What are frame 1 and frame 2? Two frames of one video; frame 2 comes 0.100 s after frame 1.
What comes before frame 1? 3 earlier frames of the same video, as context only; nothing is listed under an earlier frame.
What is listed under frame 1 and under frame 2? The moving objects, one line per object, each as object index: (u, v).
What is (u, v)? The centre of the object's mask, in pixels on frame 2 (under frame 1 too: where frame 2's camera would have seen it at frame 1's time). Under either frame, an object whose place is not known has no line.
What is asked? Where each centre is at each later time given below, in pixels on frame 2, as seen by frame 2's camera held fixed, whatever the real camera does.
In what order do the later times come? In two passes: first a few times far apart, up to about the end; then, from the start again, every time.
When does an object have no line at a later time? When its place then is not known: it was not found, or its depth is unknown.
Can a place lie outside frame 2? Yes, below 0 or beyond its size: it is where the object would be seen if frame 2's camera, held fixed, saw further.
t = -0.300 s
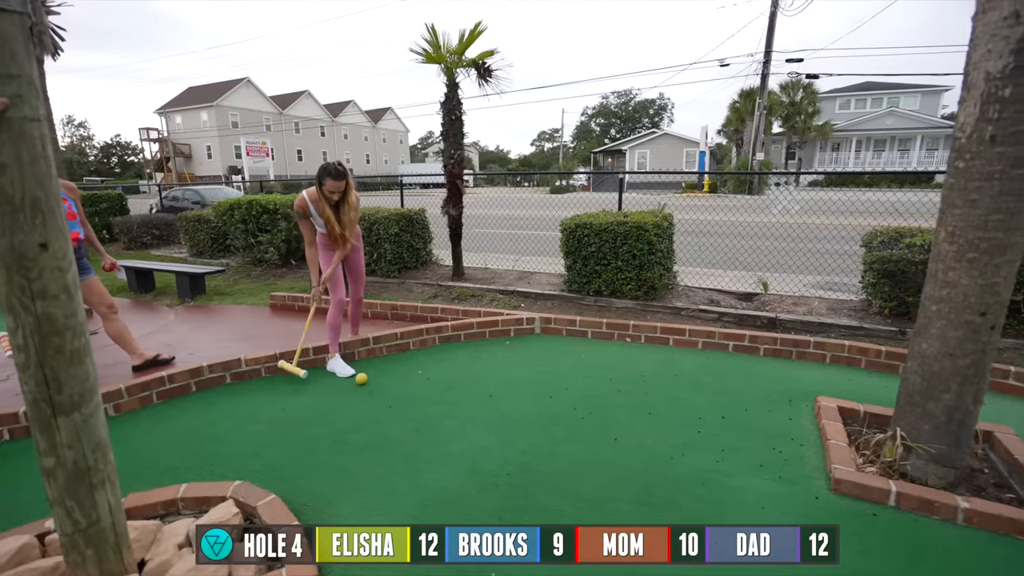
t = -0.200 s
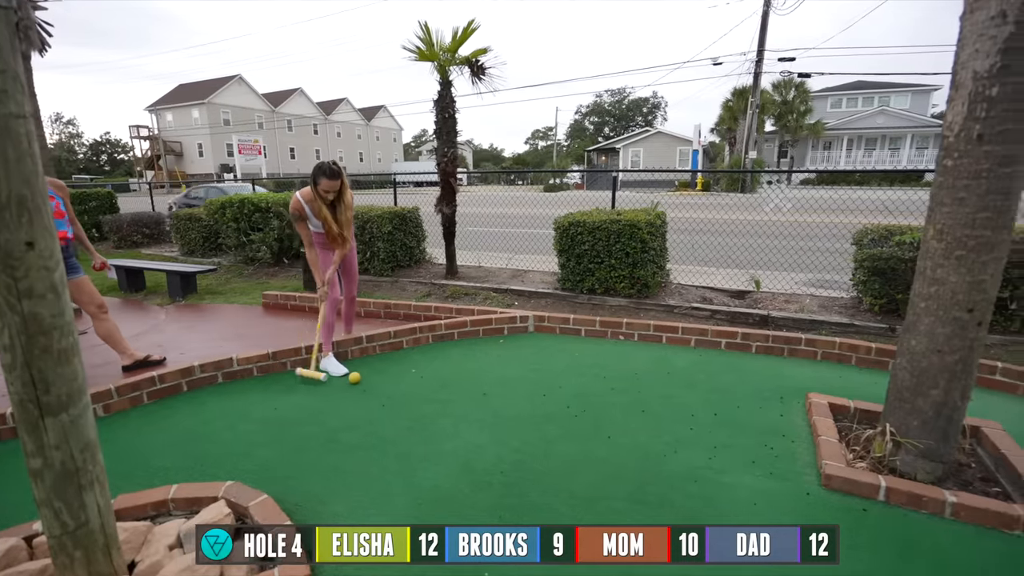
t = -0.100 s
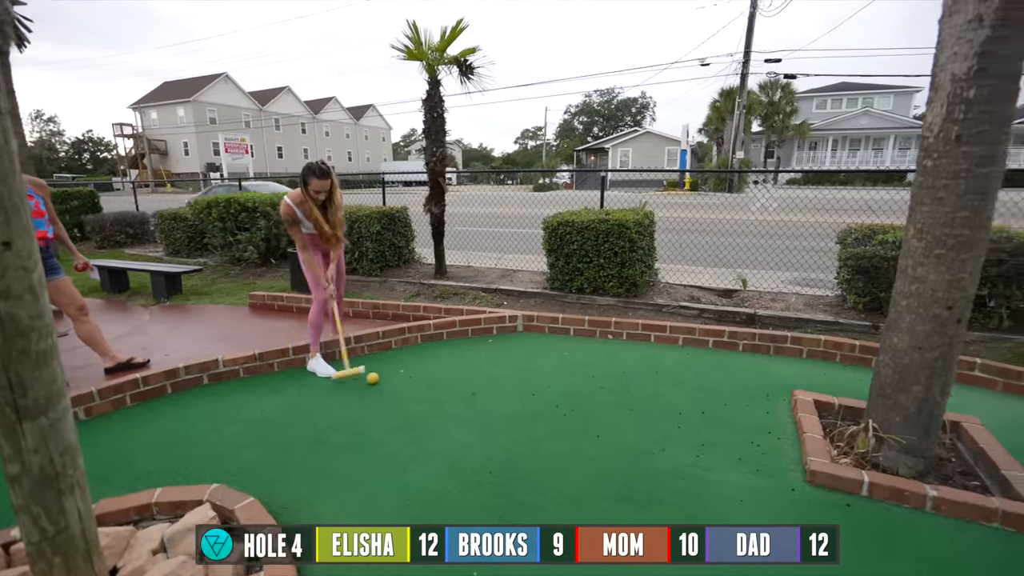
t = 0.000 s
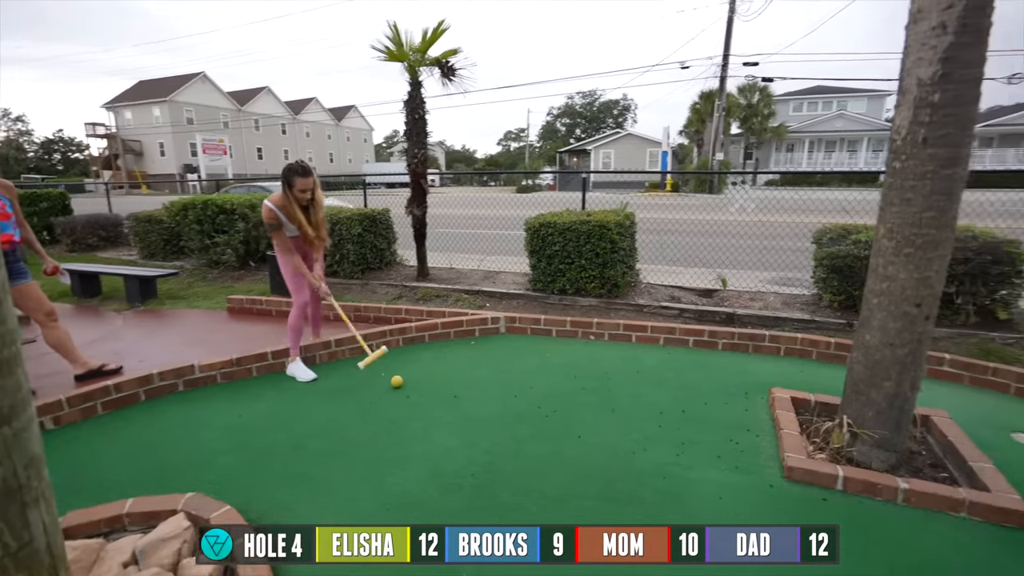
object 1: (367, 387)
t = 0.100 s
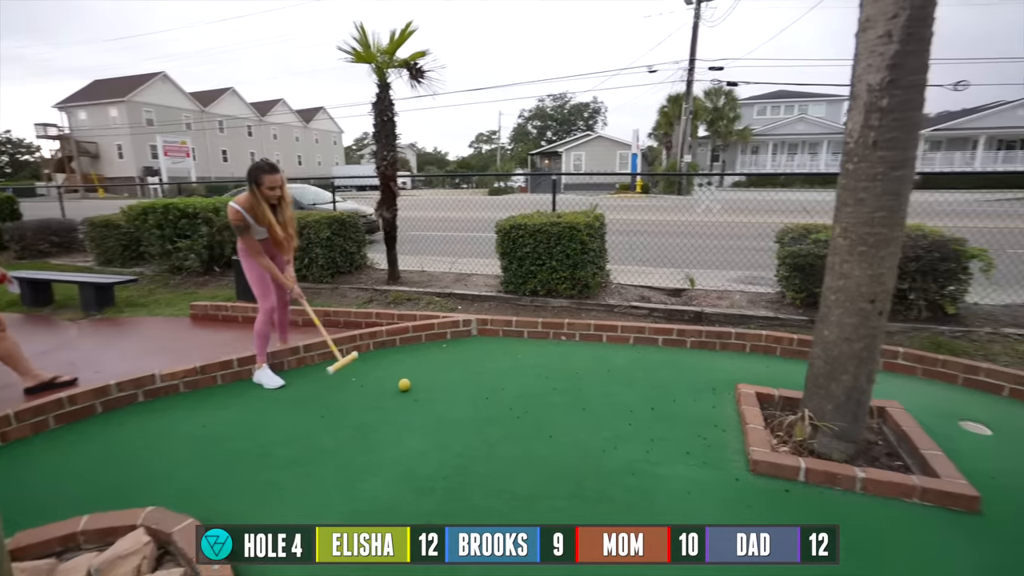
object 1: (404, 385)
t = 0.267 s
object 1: (461, 384)
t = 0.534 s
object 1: (548, 380)
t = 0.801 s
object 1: (630, 378)
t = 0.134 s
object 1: (415, 385)
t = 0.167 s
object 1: (426, 384)
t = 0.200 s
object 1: (438, 384)
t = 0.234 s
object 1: (449, 384)
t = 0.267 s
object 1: (461, 384)
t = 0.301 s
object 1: (472, 383)
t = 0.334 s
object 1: (483, 383)
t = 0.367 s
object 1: (494, 383)
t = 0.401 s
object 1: (505, 382)
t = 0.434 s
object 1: (516, 382)
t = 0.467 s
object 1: (527, 381)
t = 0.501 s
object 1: (538, 381)
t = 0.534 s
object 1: (548, 380)
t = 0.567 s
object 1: (559, 380)
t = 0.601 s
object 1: (569, 380)
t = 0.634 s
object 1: (580, 379)
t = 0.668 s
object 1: (590, 379)
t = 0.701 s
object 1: (600, 379)
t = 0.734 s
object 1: (610, 378)
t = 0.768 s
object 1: (621, 378)
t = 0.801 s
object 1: (630, 378)
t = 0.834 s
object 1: (640, 377)
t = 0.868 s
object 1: (650, 378)
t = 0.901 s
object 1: (660, 377)
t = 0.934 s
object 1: (670, 377)
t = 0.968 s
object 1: (680, 377)
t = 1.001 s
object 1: (690, 377)
